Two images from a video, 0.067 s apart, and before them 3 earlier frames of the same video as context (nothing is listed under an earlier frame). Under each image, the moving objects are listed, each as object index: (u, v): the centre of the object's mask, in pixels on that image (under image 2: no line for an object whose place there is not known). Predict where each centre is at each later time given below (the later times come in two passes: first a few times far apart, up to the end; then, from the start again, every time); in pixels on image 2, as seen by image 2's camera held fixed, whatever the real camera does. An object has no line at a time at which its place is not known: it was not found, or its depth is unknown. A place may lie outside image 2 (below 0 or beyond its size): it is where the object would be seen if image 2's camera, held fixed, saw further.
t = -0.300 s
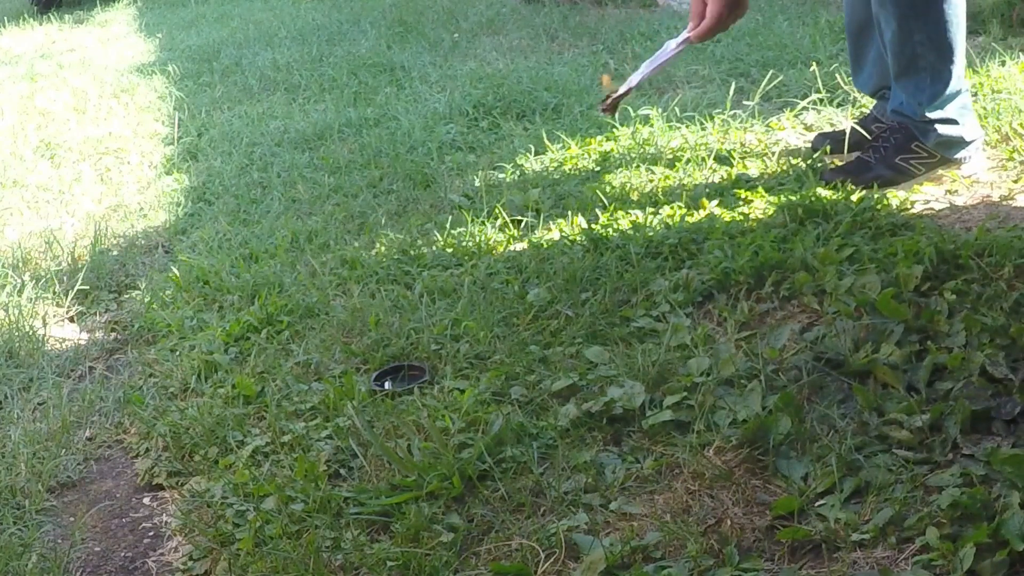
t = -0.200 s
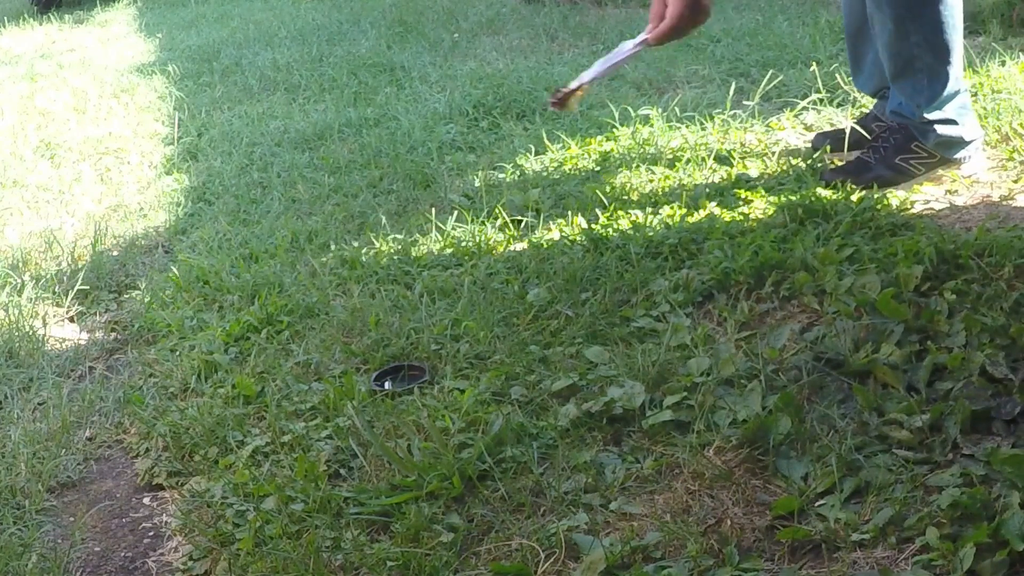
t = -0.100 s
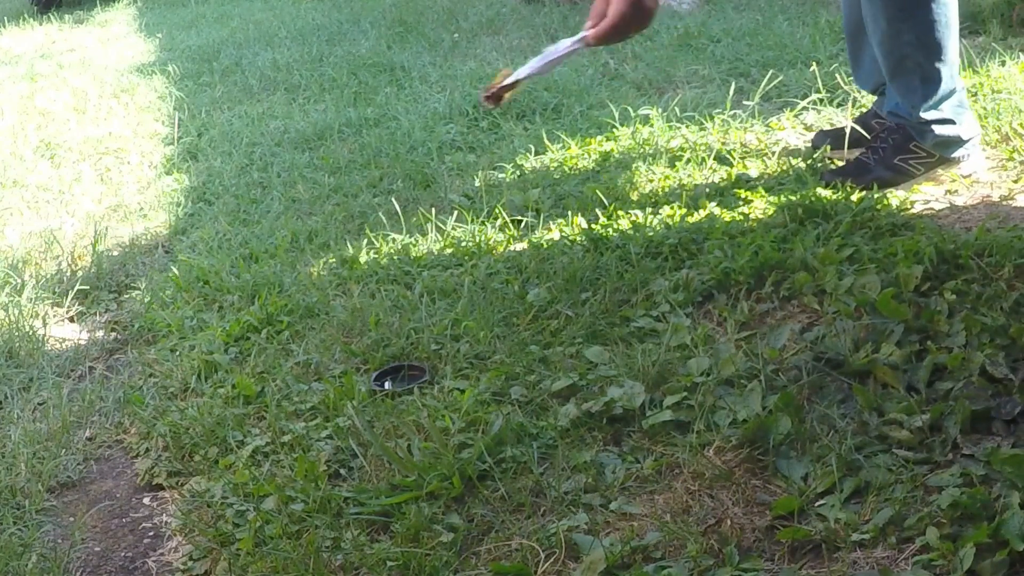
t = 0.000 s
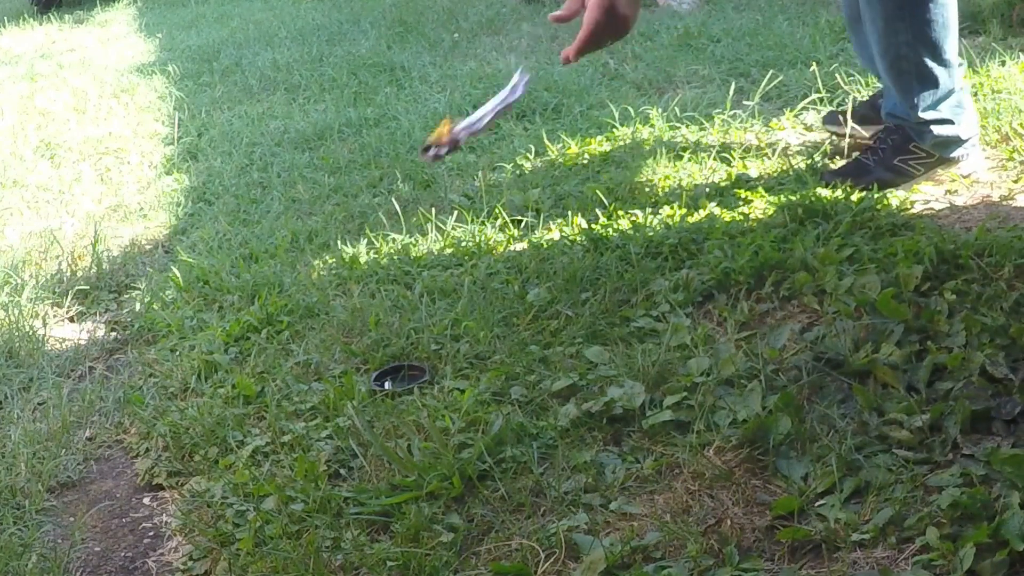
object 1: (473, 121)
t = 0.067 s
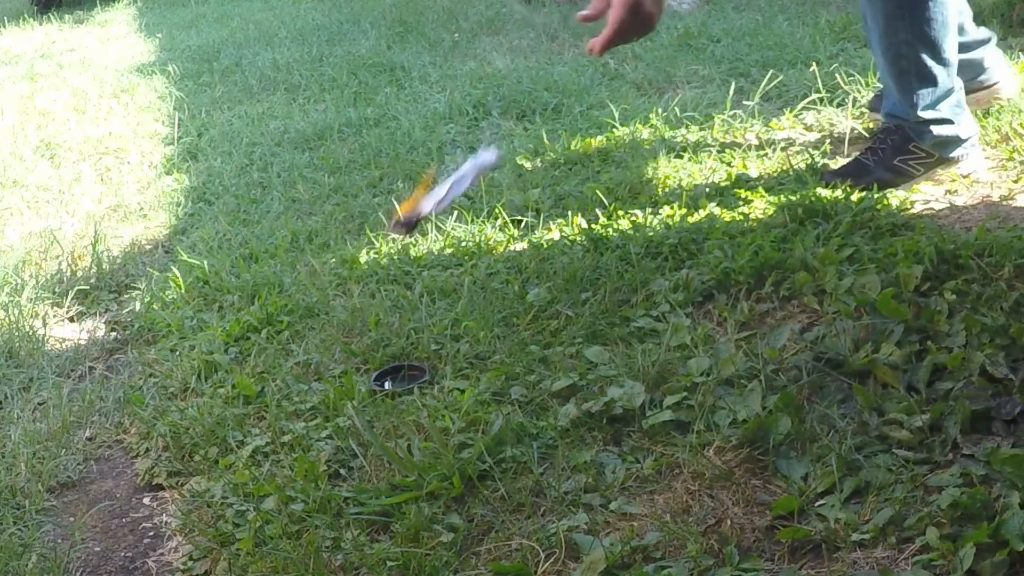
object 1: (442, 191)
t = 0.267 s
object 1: (418, 374)
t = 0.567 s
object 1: (420, 373)
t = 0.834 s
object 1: (422, 373)
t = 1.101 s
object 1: (425, 372)
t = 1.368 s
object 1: (427, 373)
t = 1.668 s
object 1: (408, 355)
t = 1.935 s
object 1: (415, 354)
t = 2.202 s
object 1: (415, 344)
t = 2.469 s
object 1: (416, 353)
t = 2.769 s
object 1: (412, 341)
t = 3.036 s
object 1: (413, 356)
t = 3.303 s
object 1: (411, 354)
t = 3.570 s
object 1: (410, 351)
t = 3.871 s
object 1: (412, 360)
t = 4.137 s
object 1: (407, 356)
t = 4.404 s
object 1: (409, 352)
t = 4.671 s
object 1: (413, 351)
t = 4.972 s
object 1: (415, 363)
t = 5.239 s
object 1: (414, 340)
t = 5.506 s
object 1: (412, 353)
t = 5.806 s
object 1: (413, 350)
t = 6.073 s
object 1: (415, 347)
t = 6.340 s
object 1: (416, 360)
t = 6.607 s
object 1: (412, 354)
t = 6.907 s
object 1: (413, 349)
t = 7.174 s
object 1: (417, 344)
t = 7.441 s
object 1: (417, 336)
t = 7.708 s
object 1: (408, 342)
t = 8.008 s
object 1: (406, 339)
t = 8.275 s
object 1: (409, 350)
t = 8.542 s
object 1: (406, 337)
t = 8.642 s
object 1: (411, 348)
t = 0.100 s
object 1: (429, 240)
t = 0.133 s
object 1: (415, 292)
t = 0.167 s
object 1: (400, 348)
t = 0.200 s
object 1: (407, 375)
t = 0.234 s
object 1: (413, 374)
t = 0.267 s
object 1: (418, 374)
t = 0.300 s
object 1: (419, 375)
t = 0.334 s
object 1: (419, 374)
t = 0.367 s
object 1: (417, 375)
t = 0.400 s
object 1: (421, 374)
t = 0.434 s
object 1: (417, 375)
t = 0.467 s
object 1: (414, 374)
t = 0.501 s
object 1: (409, 373)
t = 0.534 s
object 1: (420, 374)
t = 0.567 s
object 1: (420, 373)
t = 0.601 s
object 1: (420, 373)
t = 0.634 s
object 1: (420, 374)
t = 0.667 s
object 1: (419, 374)
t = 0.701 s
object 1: (419, 374)
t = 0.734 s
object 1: (420, 373)
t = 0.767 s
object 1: (422, 373)
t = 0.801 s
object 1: (422, 373)
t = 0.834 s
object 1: (422, 373)
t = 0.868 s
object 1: (423, 372)
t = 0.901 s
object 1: (423, 372)
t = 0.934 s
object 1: (424, 372)
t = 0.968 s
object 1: (424, 372)
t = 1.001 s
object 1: (425, 372)
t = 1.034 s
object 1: (425, 372)
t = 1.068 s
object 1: (425, 372)
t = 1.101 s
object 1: (425, 372)
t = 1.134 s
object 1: (425, 371)
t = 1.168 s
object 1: (424, 372)
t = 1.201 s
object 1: (424, 372)
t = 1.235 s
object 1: (423, 372)
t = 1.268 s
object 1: (424, 372)
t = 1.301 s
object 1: (425, 371)
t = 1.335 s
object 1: (422, 374)
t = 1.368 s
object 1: (427, 373)
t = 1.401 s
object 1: (424, 371)
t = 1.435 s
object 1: (414, 370)
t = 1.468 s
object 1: (417, 369)
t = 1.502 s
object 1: (417, 368)
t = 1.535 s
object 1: (415, 367)
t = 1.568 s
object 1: (416, 363)
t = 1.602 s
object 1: (415, 366)
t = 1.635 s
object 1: (411, 362)
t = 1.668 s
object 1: (408, 355)
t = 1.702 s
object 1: (409, 353)
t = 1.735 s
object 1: (415, 364)
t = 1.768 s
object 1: (416, 360)
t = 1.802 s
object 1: (417, 359)
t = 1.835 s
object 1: (418, 350)
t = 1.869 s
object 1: (417, 357)
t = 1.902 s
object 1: (417, 354)
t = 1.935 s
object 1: (415, 354)
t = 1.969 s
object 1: (417, 347)
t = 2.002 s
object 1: (420, 342)
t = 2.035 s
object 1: (420, 346)
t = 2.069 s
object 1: (419, 356)
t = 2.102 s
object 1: (420, 350)
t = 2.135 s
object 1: (418, 349)
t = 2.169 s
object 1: (417, 347)
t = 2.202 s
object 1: (415, 344)
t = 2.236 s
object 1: (414, 353)
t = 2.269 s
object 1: (413, 349)
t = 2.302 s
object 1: (413, 343)
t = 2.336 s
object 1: (413, 361)
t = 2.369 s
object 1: (416, 362)
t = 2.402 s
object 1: (416, 360)
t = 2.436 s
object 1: (417, 358)
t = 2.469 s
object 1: (416, 353)
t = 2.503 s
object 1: (417, 350)
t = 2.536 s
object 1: (417, 339)
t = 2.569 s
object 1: (418, 353)
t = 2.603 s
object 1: (414, 343)
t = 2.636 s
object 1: (409, 333)
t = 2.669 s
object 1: (407, 319)
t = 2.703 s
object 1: (417, 358)
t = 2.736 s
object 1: (414, 349)
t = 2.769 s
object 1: (412, 341)
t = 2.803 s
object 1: (407, 318)
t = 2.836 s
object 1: (417, 359)
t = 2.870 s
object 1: (415, 353)
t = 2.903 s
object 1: (413, 353)
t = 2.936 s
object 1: (411, 343)
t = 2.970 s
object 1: (411, 349)
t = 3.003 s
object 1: (414, 360)
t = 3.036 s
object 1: (413, 356)
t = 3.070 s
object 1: (412, 351)
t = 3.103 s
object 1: (411, 352)
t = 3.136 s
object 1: (410, 354)
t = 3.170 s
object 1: (411, 357)
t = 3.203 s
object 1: (410, 351)
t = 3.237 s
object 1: (411, 349)
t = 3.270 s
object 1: (406, 340)
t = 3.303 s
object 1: (411, 354)
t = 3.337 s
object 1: (413, 358)
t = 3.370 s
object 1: (414, 359)
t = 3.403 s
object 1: (414, 360)
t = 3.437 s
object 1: (414, 361)
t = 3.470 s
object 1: (412, 359)
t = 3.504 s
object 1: (413, 358)
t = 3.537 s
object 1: (411, 356)
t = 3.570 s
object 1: (410, 351)
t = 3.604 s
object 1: (411, 354)
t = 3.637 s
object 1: (414, 361)
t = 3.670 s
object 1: (417, 361)
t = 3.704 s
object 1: (412, 358)
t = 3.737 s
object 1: (413, 361)
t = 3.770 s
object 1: (410, 359)
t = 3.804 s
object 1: (408, 357)
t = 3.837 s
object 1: (411, 358)
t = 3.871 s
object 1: (412, 360)
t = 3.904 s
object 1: (409, 357)
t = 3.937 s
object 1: (406, 355)
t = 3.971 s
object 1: (409, 359)
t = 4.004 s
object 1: (409, 359)
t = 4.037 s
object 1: (412, 362)
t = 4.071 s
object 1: (411, 362)
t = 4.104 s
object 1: (409, 359)
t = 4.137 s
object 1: (407, 356)
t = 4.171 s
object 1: (410, 361)
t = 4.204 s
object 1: (408, 356)
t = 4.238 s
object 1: (406, 343)
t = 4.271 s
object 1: (408, 341)
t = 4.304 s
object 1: (409, 351)
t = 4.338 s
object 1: (409, 354)
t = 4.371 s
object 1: (409, 353)
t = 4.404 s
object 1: (409, 352)
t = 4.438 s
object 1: (407, 347)
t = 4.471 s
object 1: (408, 345)
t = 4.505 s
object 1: (413, 361)
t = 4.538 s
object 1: (412, 355)
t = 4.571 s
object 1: (414, 345)
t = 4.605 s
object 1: (413, 327)
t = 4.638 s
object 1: (412, 340)
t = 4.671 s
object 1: (413, 351)
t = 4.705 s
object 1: (412, 348)
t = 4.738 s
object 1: (414, 346)
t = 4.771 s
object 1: (413, 354)
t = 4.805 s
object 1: (413, 354)
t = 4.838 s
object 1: (412, 346)
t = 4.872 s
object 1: (413, 350)
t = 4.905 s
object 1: (412, 353)
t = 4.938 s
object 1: (413, 355)
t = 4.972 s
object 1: (415, 363)
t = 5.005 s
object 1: (416, 359)
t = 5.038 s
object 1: (416, 353)
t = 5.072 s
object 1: (415, 345)
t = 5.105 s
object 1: (414, 353)
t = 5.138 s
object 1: (415, 344)
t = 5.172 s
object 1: (415, 358)
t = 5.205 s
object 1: (413, 348)
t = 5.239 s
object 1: (414, 340)
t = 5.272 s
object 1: (413, 343)
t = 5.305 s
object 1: (413, 342)
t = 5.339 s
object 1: (414, 359)
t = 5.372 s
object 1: (412, 356)
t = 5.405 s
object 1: (413, 357)
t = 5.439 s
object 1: (413, 351)
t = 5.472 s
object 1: (412, 357)
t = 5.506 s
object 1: (412, 353)
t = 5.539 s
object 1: (411, 346)
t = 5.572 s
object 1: (411, 350)
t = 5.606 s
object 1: (412, 355)
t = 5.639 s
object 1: (412, 350)
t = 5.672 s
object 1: (411, 353)
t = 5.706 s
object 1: (413, 345)
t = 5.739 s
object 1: (412, 348)
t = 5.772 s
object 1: (415, 354)
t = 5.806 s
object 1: (413, 350)
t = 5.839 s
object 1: (414, 346)
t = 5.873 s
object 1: (414, 361)
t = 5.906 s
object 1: (415, 363)
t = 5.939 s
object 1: (417, 354)
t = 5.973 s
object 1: (418, 346)
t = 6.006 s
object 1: (419, 343)
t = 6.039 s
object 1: (416, 350)
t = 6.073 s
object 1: (415, 347)
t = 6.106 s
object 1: (416, 344)
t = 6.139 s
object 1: (416, 335)
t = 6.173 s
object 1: (416, 358)
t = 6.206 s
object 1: (415, 358)
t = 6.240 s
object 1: (416, 350)
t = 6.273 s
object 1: (417, 338)
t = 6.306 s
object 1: (414, 336)
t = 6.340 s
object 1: (416, 360)
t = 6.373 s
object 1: (418, 350)
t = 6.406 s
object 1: (419, 338)
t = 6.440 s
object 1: (422, 326)
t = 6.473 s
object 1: (417, 362)
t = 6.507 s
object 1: (415, 358)
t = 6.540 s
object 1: (414, 348)
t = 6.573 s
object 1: (413, 358)
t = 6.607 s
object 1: (412, 354)
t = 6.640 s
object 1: (413, 349)
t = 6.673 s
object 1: (413, 362)
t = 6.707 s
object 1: (414, 360)
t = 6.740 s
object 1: (415, 353)
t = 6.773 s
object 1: (418, 343)
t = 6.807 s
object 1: (414, 340)
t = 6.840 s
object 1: (411, 353)
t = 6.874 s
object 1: (412, 355)
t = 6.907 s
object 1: (413, 349)
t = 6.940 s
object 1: (413, 349)
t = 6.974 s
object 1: (414, 340)
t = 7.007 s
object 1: (413, 342)
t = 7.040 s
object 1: (413, 333)
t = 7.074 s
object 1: (413, 358)
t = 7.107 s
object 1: (415, 356)
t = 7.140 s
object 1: (417, 354)
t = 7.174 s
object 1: (417, 344)
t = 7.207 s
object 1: (417, 335)
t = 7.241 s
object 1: (415, 329)
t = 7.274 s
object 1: (413, 334)
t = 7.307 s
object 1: (414, 351)
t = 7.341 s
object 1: (414, 348)
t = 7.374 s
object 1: (415, 350)
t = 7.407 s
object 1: (416, 344)
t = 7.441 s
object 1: (417, 336)
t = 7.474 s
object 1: (413, 356)
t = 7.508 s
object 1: (410, 350)
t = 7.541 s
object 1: (413, 359)
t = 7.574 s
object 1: (412, 354)
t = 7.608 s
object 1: (410, 346)
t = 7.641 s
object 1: (411, 359)
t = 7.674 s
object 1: (411, 351)
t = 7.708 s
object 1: (408, 342)
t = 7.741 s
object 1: (409, 337)
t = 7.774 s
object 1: (410, 356)
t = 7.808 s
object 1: (407, 347)
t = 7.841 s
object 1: (406, 343)
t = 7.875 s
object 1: (407, 340)
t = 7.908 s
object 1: (408, 352)
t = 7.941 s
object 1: (407, 344)
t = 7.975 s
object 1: (403, 325)
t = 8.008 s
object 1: (406, 339)
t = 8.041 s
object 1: (413, 357)
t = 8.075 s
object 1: (411, 354)
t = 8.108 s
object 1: (411, 347)
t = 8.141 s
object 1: (412, 356)
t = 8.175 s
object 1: (411, 345)
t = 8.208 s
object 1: (407, 333)
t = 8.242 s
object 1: (405, 327)
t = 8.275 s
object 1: (409, 350)
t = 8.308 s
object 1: (407, 347)
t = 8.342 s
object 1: (407, 336)
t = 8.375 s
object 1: (410, 355)
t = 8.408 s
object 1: (410, 352)
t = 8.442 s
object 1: (410, 351)
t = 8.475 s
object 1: (410, 351)
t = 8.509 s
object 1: (408, 341)
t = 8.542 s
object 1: (406, 337)
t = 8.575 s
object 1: (411, 353)
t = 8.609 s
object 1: (411, 352)
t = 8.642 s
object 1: (411, 348)
